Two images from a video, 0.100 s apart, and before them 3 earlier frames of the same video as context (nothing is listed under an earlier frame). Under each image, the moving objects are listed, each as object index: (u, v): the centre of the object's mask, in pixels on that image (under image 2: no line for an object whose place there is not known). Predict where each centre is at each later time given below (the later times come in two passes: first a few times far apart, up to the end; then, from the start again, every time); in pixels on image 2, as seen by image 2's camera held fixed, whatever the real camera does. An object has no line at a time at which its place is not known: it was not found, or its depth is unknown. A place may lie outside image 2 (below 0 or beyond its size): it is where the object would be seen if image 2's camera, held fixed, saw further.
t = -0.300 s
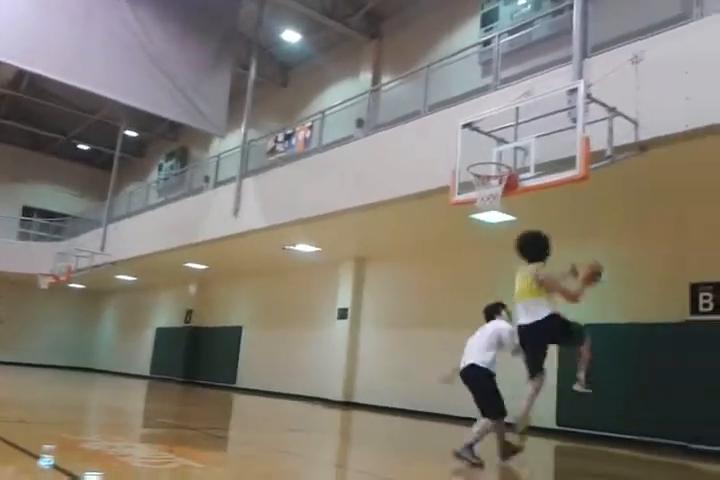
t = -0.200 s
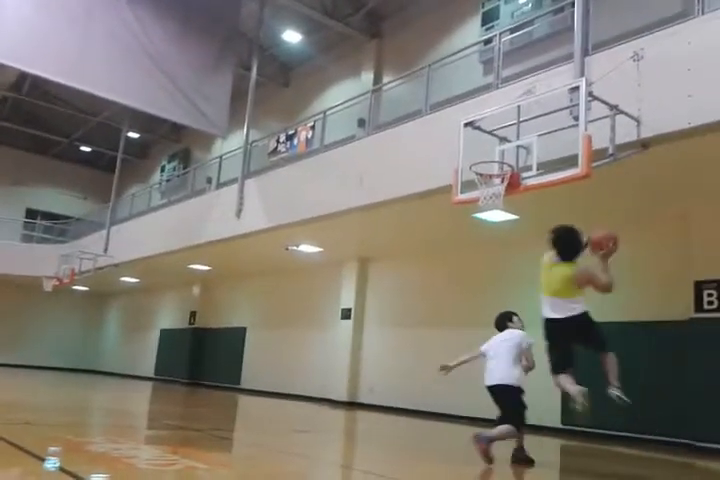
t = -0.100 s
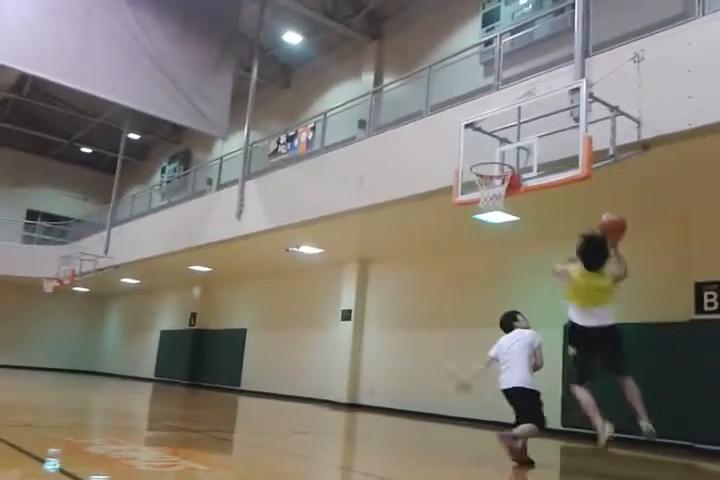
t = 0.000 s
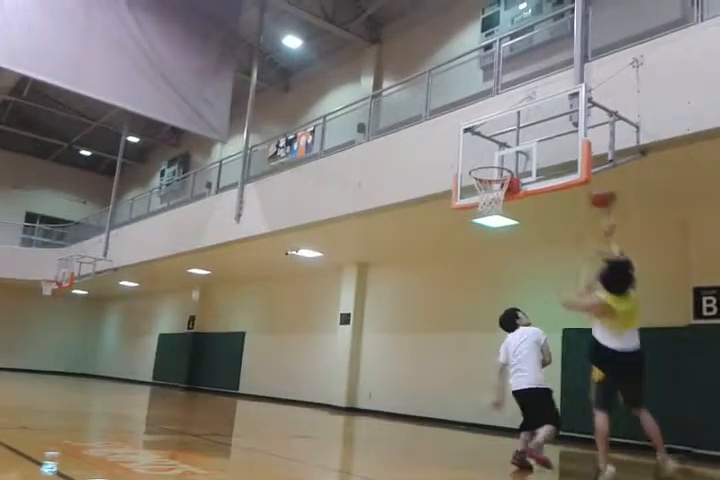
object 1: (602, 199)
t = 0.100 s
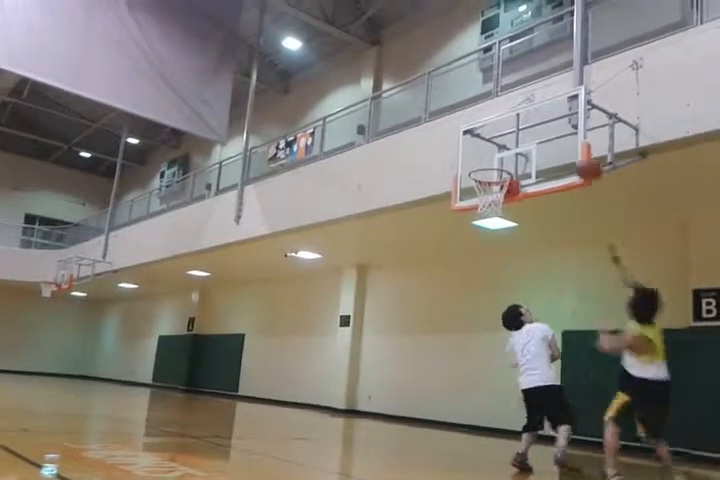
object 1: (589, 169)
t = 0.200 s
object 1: (577, 150)
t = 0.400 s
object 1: (550, 145)
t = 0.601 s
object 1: (524, 173)
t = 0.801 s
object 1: (534, 193)
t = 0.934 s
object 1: (534, 220)
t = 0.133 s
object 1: (585, 161)
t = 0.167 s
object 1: (581, 154)
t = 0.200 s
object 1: (577, 150)
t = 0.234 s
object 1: (573, 147)
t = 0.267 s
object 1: (568, 144)
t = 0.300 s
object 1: (563, 143)
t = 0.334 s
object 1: (559, 142)
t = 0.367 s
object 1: (554, 143)
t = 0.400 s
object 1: (550, 145)
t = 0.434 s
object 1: (546, 147)
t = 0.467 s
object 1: (541, 151)
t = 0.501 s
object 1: (536, 155)
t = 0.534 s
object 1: (531, 160)
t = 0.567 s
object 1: (527, 167)
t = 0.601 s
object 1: (524, 173)
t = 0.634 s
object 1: (529, 178)
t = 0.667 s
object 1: (533, 182)
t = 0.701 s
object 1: (534, 183)
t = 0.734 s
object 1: (533, 184)
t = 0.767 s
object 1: (534, 188)
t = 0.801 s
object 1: (534, 193)
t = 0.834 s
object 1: (535, 198)
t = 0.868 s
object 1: (535, 206)
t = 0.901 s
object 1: (535, 213)
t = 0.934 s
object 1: (534, 220)
